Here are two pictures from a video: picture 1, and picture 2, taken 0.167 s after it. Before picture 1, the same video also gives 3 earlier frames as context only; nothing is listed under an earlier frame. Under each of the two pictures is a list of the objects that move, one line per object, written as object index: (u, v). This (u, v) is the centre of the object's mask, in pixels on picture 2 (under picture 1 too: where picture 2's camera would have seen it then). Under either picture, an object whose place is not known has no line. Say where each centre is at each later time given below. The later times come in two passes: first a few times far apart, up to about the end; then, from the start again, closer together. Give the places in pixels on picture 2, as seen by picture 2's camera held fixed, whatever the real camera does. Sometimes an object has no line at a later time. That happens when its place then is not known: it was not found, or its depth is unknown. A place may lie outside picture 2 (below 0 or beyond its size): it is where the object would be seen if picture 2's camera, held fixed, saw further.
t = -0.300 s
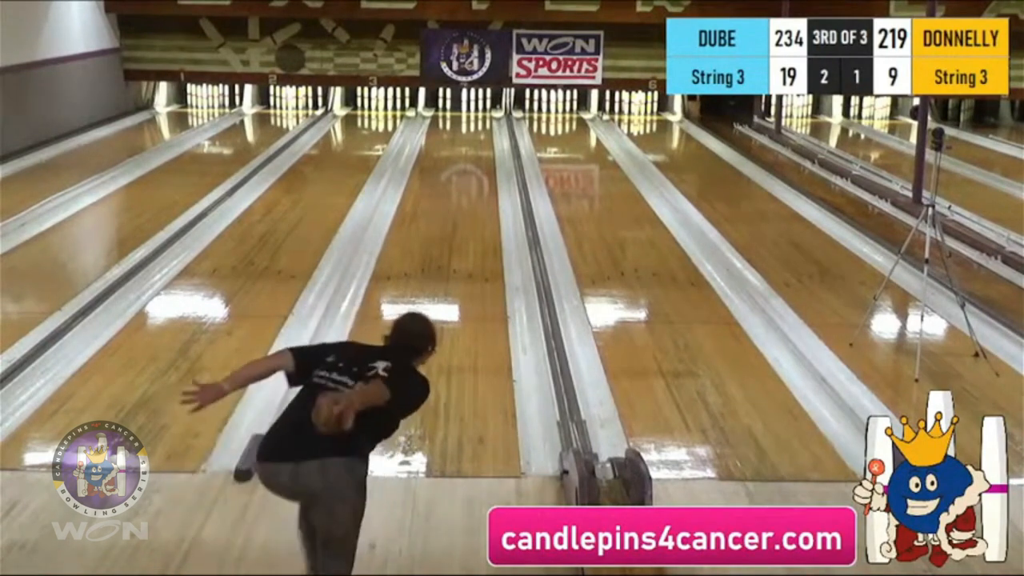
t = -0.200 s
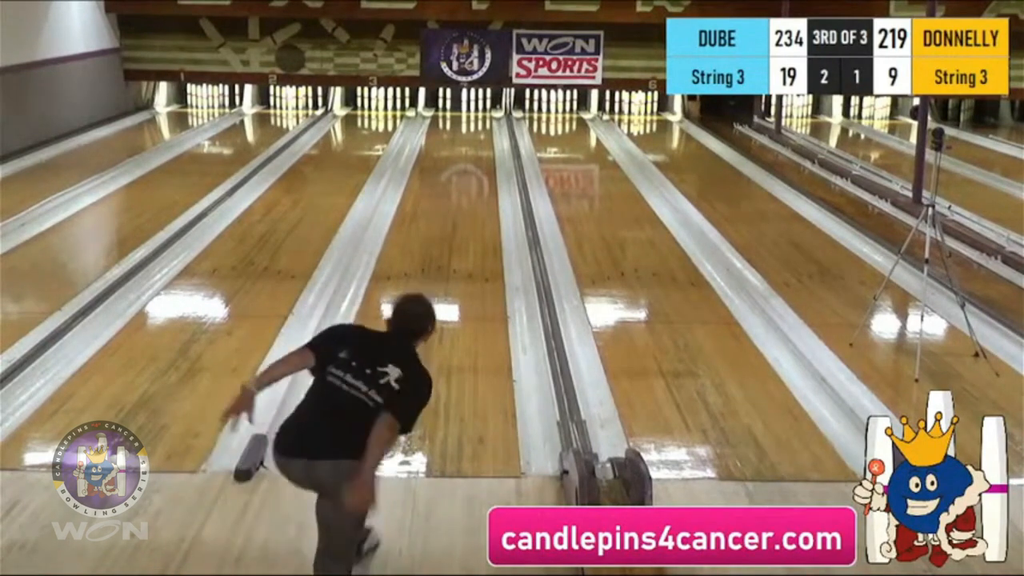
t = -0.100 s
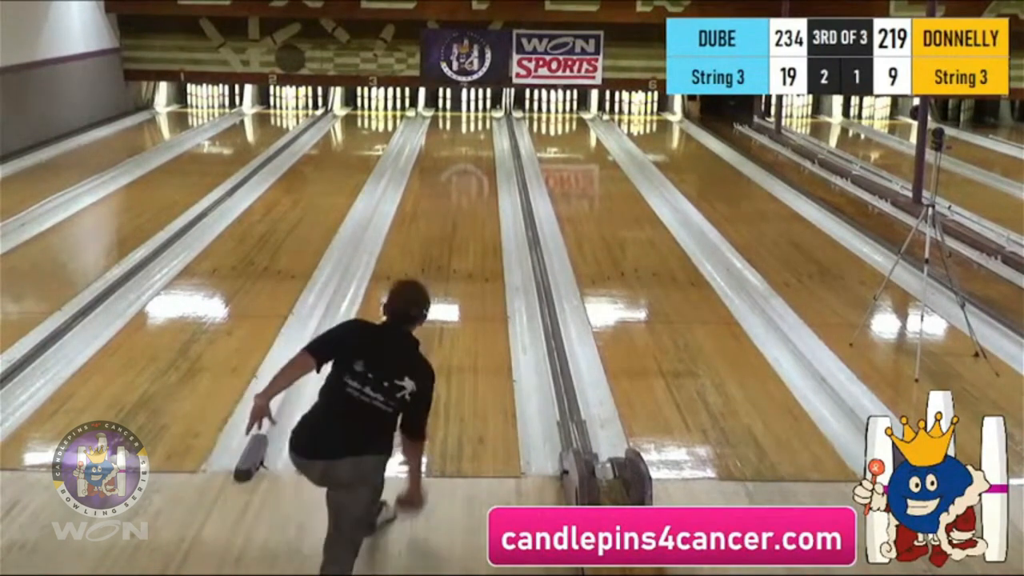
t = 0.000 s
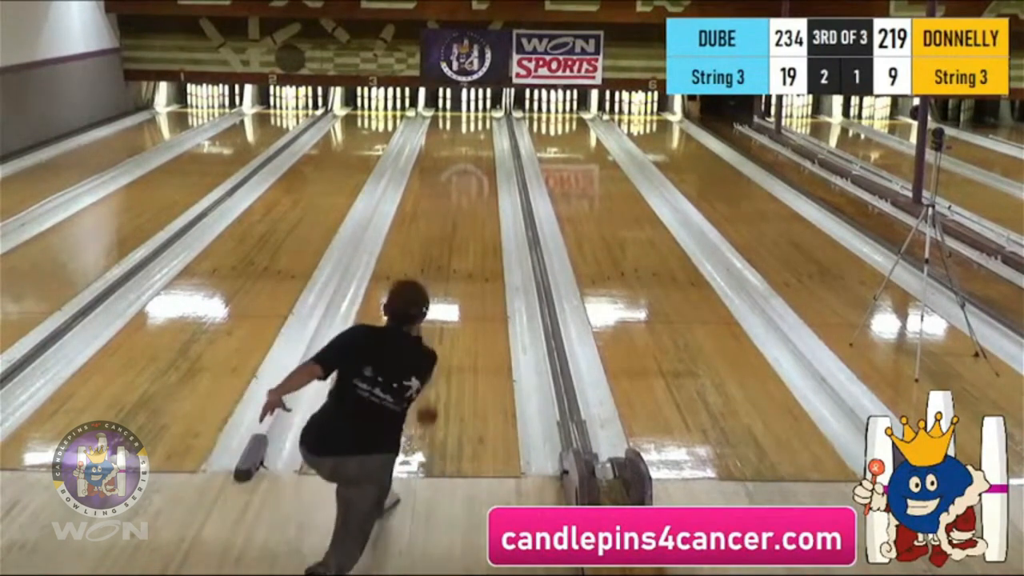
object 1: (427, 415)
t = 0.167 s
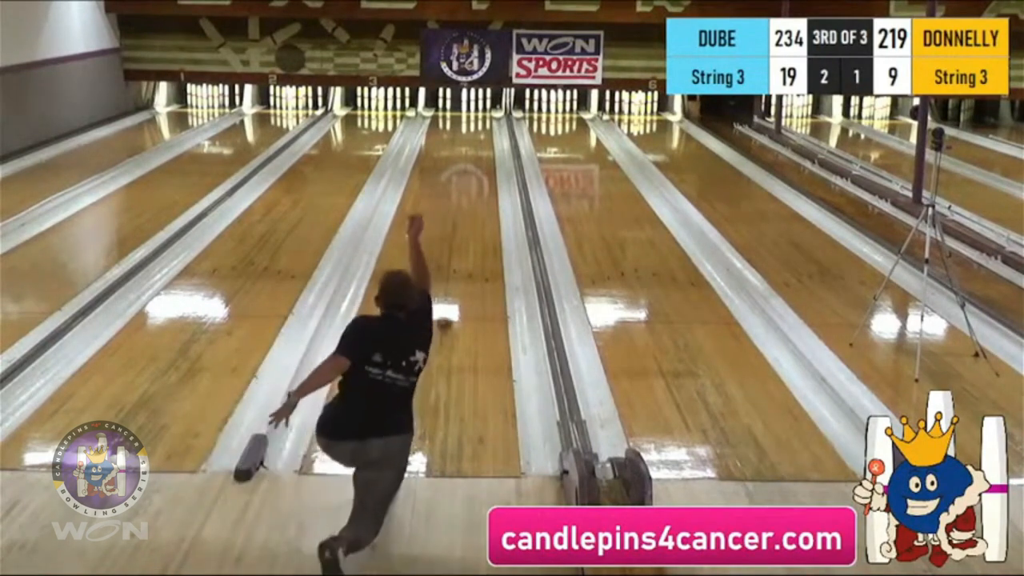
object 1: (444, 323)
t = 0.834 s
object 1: (469, 169)
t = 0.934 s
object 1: (470, 157)
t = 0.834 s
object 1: (469, 169)
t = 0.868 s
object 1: (470, 165)
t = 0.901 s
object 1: (469, 162)
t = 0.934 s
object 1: (470, 157)
